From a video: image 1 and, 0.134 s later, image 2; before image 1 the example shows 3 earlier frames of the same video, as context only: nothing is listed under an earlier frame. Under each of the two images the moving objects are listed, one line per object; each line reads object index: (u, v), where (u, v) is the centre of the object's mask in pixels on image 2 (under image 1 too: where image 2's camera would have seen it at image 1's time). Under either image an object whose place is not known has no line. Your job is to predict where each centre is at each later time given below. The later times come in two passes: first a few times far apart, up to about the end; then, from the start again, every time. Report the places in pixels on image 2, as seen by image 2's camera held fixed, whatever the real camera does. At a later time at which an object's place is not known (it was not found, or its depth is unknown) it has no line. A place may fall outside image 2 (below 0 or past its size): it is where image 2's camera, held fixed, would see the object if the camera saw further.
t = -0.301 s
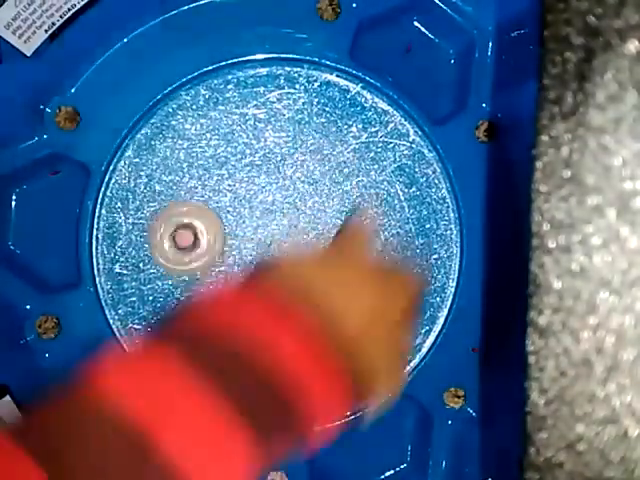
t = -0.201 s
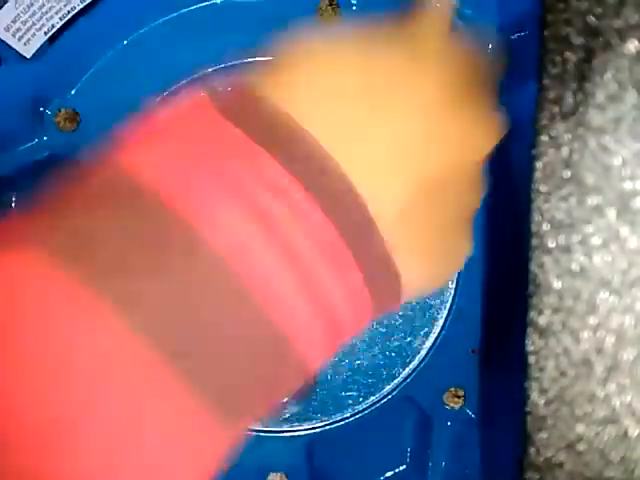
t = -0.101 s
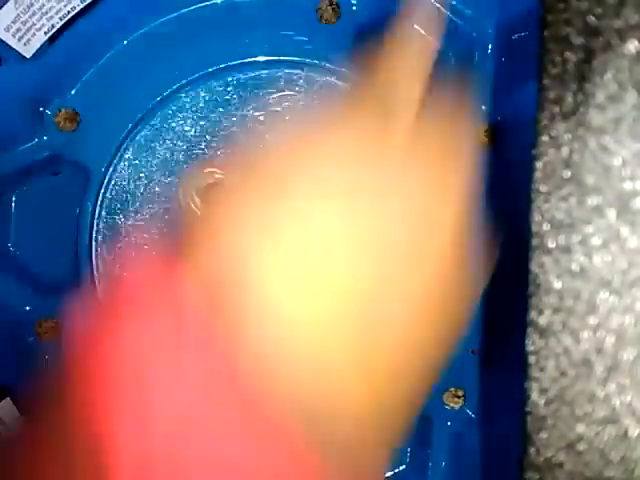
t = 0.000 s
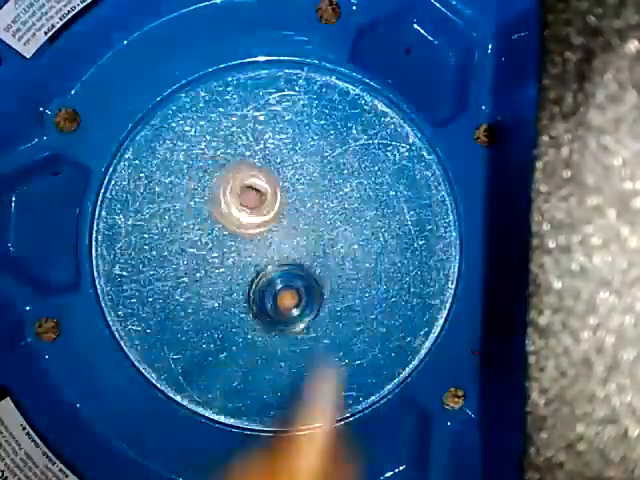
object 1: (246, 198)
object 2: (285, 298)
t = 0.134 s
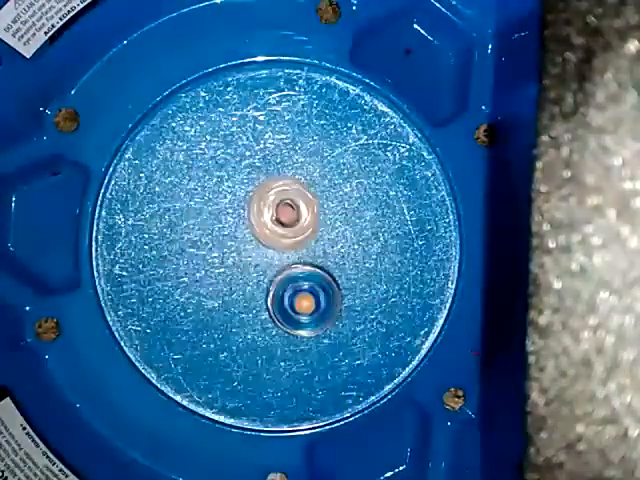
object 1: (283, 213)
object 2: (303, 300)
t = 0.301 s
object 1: (292, 227)
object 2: (319, 326)
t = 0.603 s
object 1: (269, 240)
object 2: (325, 335)
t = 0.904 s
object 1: (255, 222)
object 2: (299, 314)
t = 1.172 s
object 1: (274, 202)
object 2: (284, 296)
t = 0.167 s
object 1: (287, 218)
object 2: (307, 302)
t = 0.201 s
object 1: (291, 226)
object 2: (309, 303)
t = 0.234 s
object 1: (292, 226)
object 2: (314, 317)
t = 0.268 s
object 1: (292, 226)
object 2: (317, 323)
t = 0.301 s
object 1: (292, 227)
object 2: (319, 326)
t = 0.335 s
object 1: (292, 228)
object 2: (322, 328)
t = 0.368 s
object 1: (292, 230)
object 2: (324, 330)
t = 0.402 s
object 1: (290, 233)
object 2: (326, 332)
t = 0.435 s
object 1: (287, 235)
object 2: (327, 333)
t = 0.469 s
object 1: (284, 237)
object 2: (327, 334)
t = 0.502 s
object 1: (280, 239)
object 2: (327, 335)
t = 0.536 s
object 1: (277, 239)
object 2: (327, 335)
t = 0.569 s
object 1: (273, 240)
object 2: (326, 336)
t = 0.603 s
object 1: (269, 240)
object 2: (325, 335)
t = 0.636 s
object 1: (264, 239)
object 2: (324, 335)
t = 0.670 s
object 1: (261, 238)
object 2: (322, 335)
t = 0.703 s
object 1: (258, 236)
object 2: (320, 333)
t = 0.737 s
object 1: (256, 234)
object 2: (317, 332)
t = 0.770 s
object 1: (254, 231)
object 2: (314, 329)
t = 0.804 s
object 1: (252, 228)
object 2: (311, 326)
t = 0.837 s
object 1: (253, 226)
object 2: (307, 323)
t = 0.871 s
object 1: (253, 224)
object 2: (303, 318)
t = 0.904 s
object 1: (255, 222)
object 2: (299, 314)
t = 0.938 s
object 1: (257, 221)
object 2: (296, 309)
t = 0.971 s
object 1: (259, 222)
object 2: (293, 304)
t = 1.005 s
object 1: (261, 222)
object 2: (290, 299)
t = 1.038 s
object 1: (263, 221)
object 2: (288, 297)
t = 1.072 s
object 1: (264, 211)
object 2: (287, 303)
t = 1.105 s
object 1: (267, 206)
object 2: (286, 303)
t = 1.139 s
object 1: (270, 203)
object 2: (284, 300)
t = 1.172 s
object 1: (274, 202)
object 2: (284, 296)
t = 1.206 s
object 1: (278, 202)
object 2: (283, 292)
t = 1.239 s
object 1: (282, 204)
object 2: (283, 286)
